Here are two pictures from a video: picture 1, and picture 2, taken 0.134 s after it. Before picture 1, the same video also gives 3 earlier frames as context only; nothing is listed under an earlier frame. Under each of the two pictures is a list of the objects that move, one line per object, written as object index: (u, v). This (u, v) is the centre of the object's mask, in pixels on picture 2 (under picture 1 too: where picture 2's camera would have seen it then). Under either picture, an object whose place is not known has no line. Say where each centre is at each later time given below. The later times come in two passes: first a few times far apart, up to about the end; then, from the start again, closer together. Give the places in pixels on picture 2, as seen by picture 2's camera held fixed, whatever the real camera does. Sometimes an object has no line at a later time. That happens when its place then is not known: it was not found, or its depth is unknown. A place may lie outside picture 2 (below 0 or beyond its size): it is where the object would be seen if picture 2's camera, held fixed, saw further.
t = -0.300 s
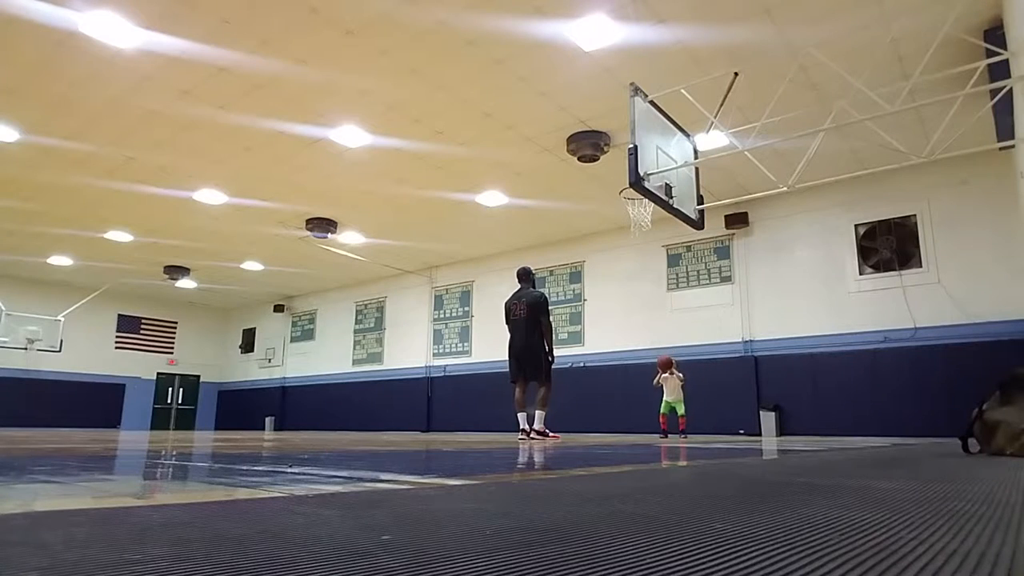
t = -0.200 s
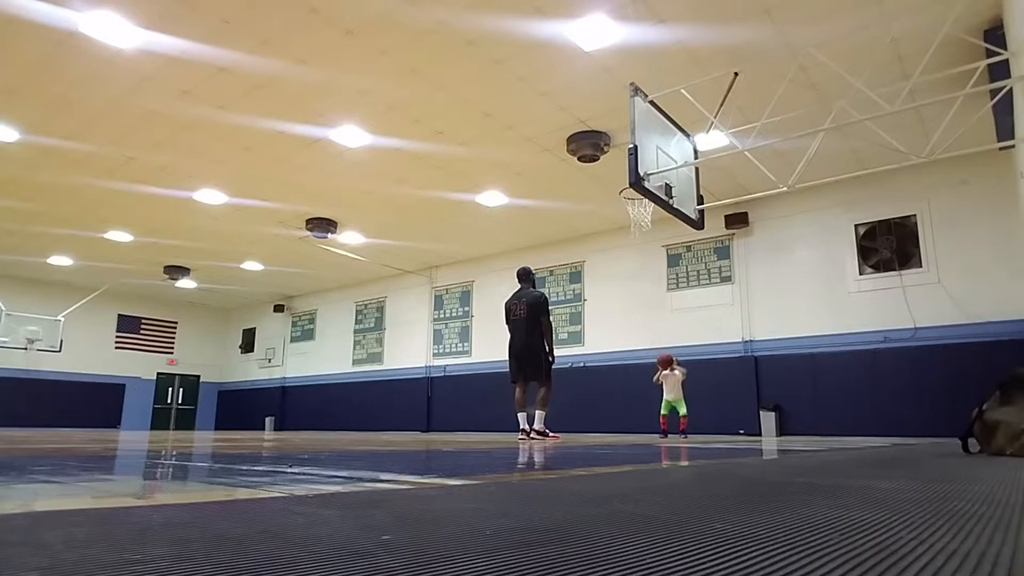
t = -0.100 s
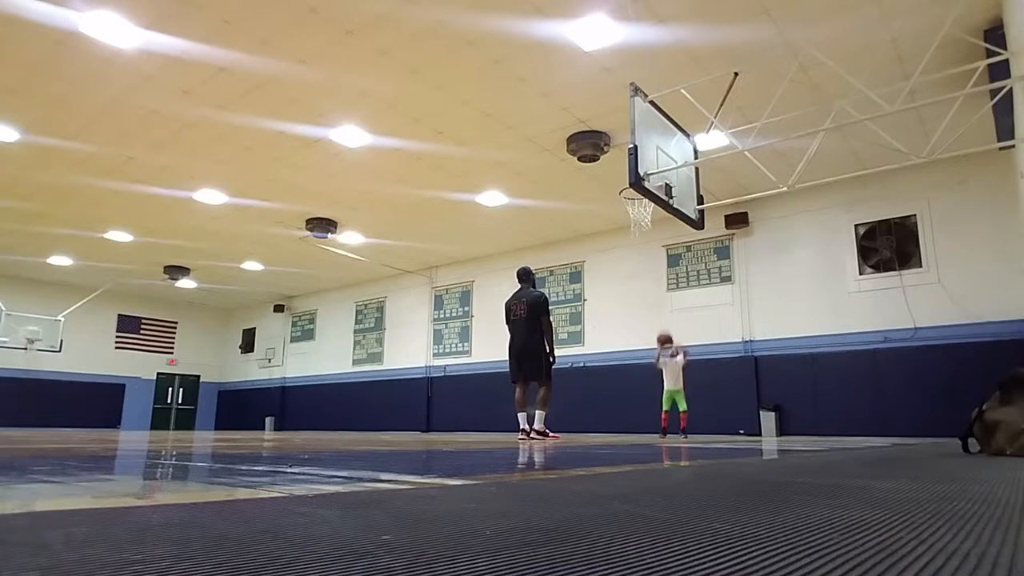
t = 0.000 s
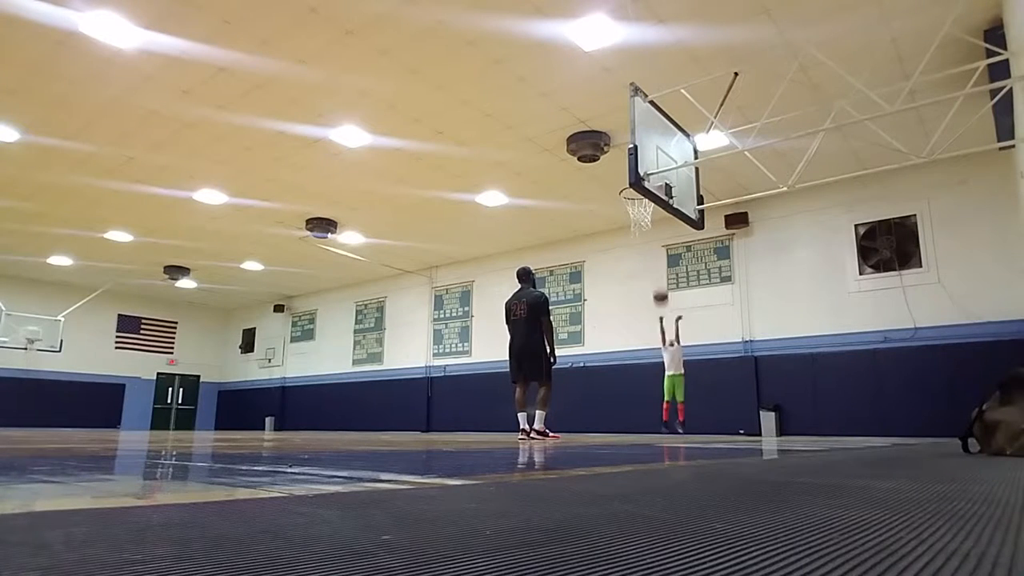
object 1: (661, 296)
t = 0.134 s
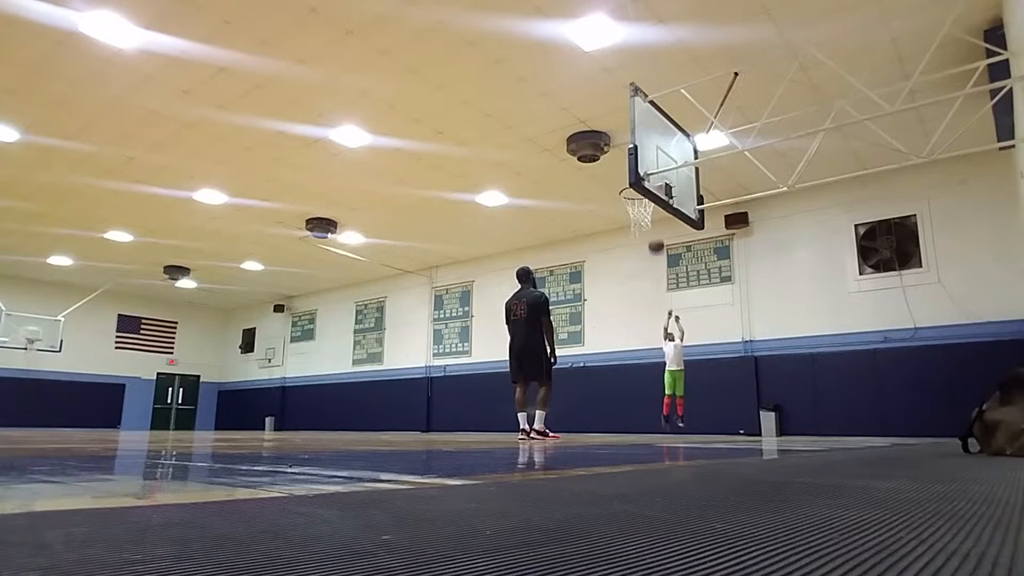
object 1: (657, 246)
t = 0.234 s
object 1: (656, 216)
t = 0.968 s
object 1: (627, 171)
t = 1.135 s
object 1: (624, 157)
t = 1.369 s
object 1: (620, 147)
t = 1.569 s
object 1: (613, 172)
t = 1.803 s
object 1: (606, 242)
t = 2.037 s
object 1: (600, 365)
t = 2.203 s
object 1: (592, 392)
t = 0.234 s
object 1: (656, 216)
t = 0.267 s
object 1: (655, 209)
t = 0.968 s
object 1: (627, 171)
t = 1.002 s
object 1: (626, 177)
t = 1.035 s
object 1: (626, 175)
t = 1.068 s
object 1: (625, 169)
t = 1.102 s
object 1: (624, 163)
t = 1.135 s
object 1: (624, 157)
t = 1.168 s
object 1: (623, 153)
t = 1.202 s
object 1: (623, 150)
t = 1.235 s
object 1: (623, 147)
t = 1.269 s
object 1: (622, 146)
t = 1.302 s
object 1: (622, 146)
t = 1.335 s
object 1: (621, 146)
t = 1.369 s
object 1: (620, 147)
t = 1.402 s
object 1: (619, 149)
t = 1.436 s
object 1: (618, 152)
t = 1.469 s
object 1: (616, 156)
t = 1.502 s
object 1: (615, 160)
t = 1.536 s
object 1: (614, 166)
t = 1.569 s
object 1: (613, 172)
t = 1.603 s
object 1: (612, 179)
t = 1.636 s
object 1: (611, 187)
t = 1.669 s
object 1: (609, 196)
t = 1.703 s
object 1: (608, 206)
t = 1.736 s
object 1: (608, 217)
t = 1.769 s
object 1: (607, 229)
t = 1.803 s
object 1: (606, 242)
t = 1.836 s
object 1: (604, 256)
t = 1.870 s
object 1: (604, 271)
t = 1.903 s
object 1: (603, 286)
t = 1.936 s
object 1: (609, 303)
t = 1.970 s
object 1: (605, 321)
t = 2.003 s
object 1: (601, 341)
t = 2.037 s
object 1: (600, 365)
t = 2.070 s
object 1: (598, 388)
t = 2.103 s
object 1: (597, 409)
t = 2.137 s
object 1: (596, 423)
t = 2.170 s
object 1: (594, 407)
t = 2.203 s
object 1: (592, 392)
